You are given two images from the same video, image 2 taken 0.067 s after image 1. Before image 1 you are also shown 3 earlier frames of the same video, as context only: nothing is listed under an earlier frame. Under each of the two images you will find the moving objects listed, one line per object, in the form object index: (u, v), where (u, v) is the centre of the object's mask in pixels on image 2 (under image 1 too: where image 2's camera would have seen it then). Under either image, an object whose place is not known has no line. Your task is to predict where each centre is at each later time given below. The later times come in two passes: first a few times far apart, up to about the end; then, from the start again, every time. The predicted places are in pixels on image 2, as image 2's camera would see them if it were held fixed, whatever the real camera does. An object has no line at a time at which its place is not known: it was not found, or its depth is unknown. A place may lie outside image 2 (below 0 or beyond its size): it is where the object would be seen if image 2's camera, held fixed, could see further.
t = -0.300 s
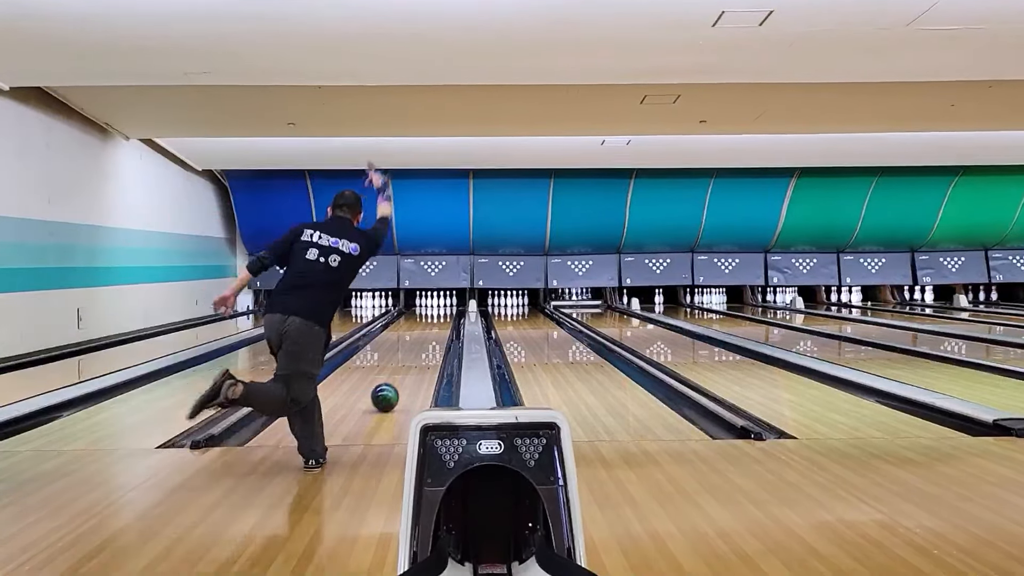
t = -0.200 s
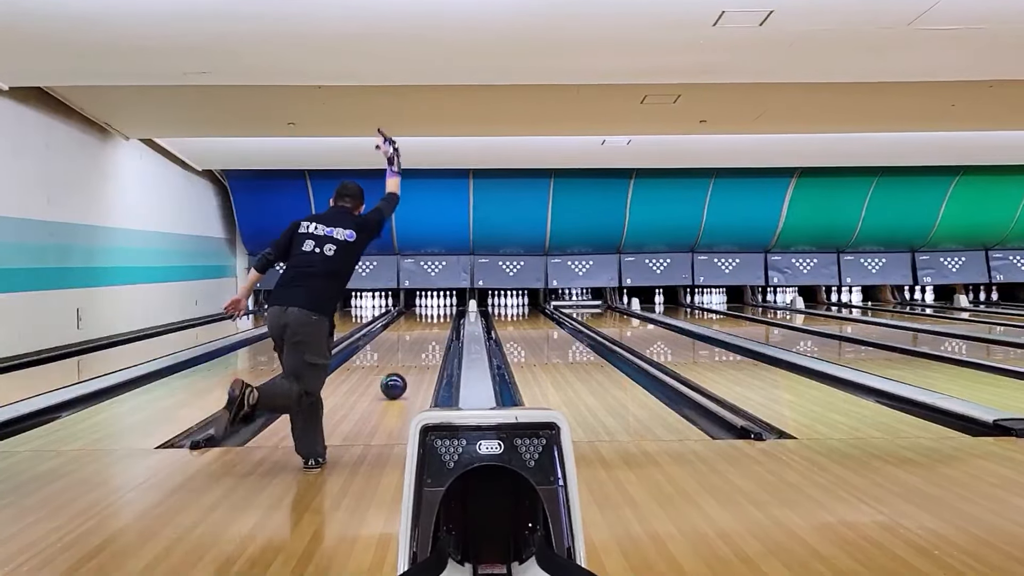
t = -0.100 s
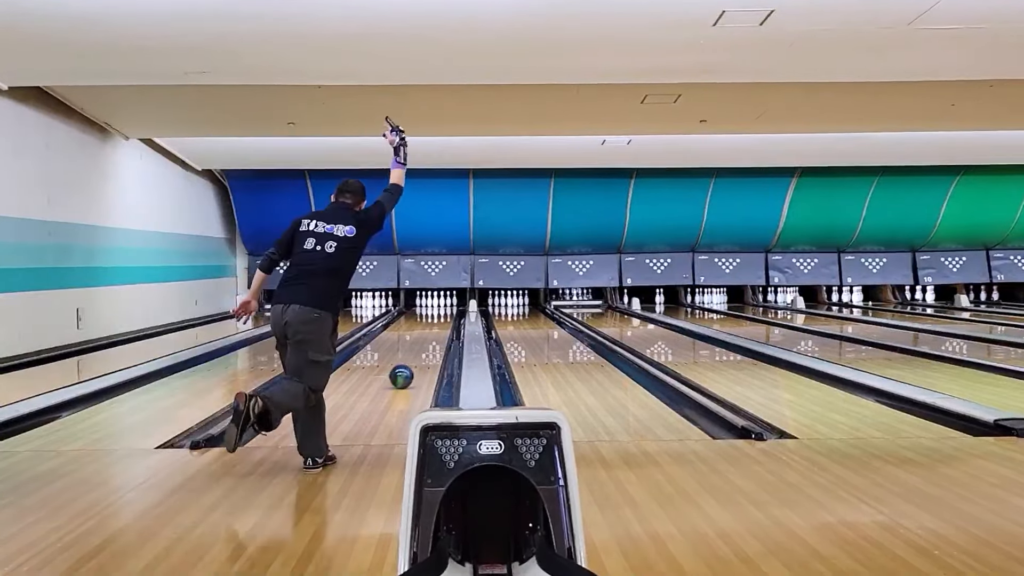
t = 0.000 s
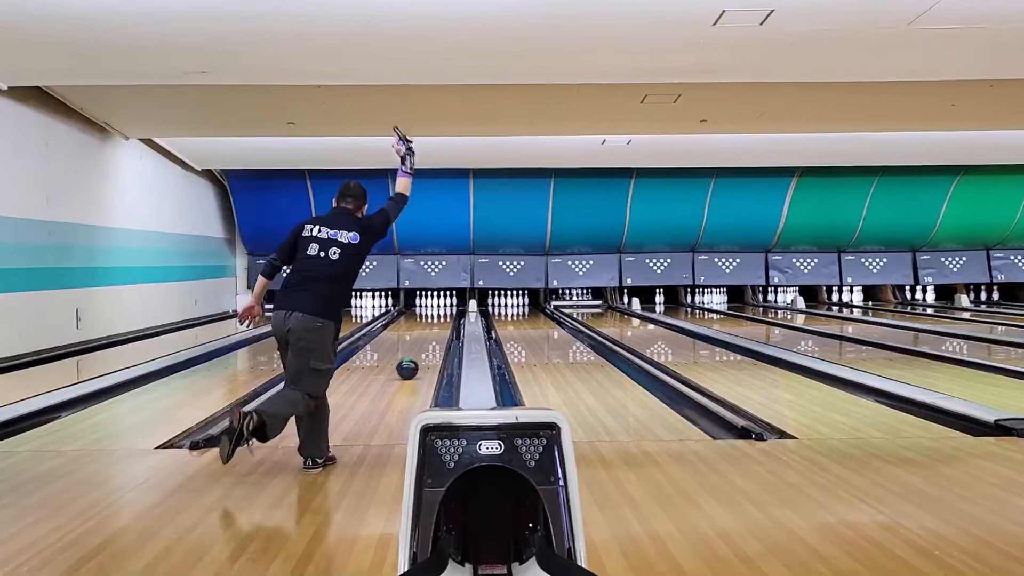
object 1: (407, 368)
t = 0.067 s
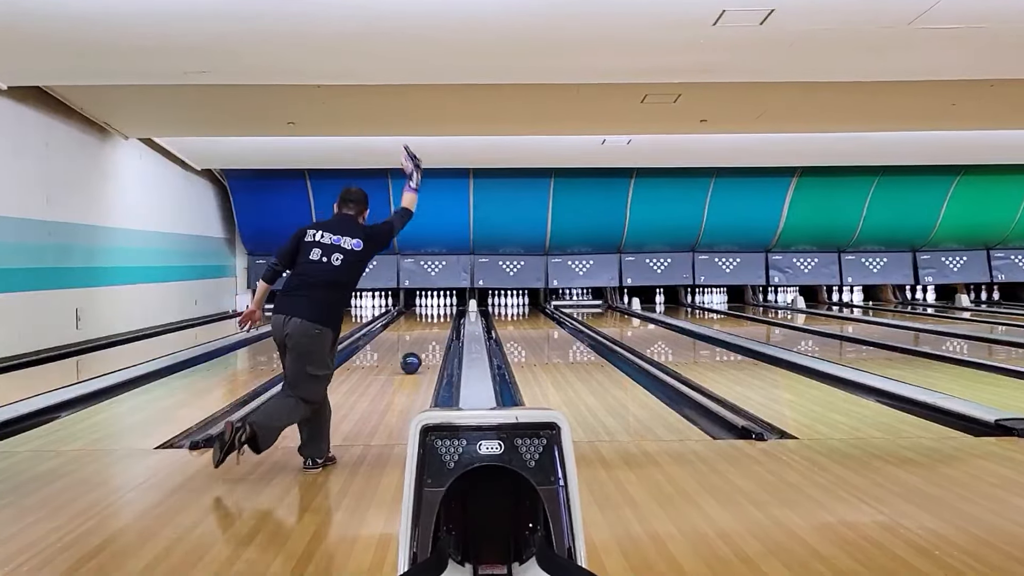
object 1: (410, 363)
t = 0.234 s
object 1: (418, 353)
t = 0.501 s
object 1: (426, 341)
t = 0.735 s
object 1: (431, 332)
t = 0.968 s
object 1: (434, 325)
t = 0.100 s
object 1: (412, 361)
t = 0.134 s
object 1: (414, 359)
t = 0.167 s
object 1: (416, 357)
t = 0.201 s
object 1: (417, 355)
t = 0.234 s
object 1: (418, 353)
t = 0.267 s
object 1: (419, 351)
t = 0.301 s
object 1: (421, 350)
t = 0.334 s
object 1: (421, 348)
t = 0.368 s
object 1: (422, 347)
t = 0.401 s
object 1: (424, 345)
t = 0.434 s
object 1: (425, 344)
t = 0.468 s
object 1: (426, 342)
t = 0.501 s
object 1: (426, 341)
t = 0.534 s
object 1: (427, 340)
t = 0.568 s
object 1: (428, 338)
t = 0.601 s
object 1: (428, 337)
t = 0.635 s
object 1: (429, 336)
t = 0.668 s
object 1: (430, 335)
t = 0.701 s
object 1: (431, 333)
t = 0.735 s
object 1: (431, 332)
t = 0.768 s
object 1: (432, 331)
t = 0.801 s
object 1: (432, 330)
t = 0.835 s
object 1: (433, 329)
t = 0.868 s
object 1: (433, 328)
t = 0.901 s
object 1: (433, 327)
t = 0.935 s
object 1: (434, 326)
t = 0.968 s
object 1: (434, 325)
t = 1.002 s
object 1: (435, 325)
